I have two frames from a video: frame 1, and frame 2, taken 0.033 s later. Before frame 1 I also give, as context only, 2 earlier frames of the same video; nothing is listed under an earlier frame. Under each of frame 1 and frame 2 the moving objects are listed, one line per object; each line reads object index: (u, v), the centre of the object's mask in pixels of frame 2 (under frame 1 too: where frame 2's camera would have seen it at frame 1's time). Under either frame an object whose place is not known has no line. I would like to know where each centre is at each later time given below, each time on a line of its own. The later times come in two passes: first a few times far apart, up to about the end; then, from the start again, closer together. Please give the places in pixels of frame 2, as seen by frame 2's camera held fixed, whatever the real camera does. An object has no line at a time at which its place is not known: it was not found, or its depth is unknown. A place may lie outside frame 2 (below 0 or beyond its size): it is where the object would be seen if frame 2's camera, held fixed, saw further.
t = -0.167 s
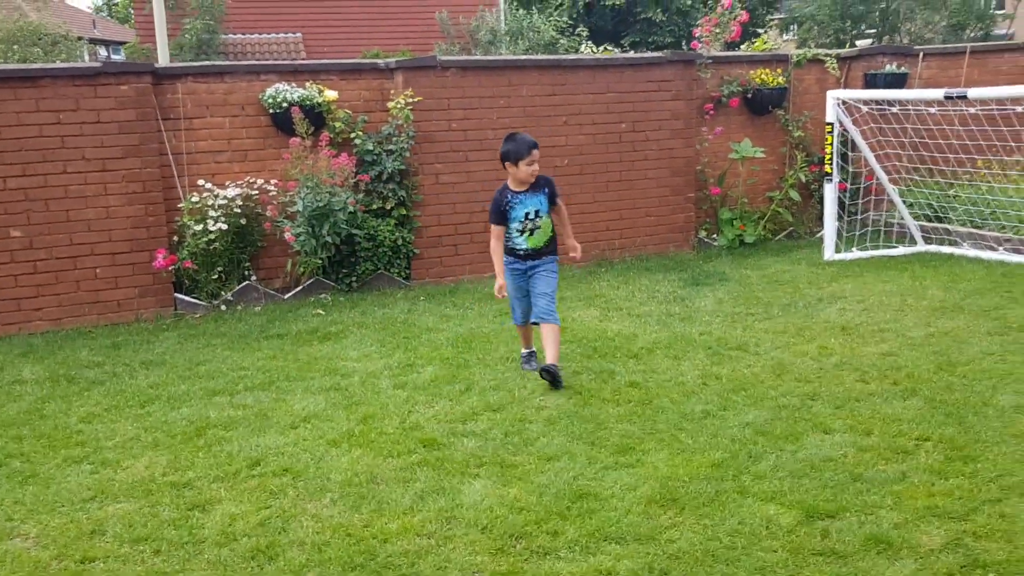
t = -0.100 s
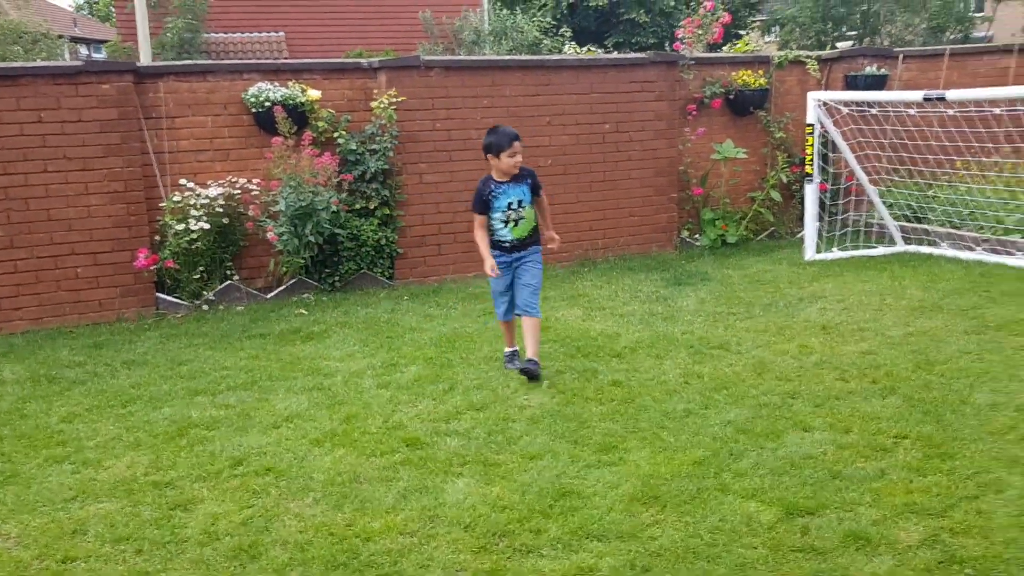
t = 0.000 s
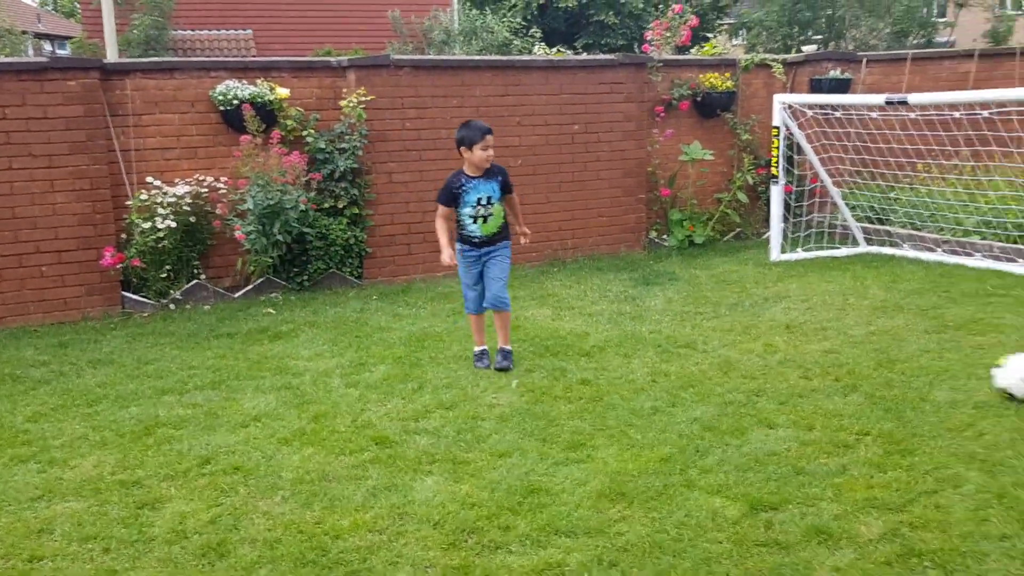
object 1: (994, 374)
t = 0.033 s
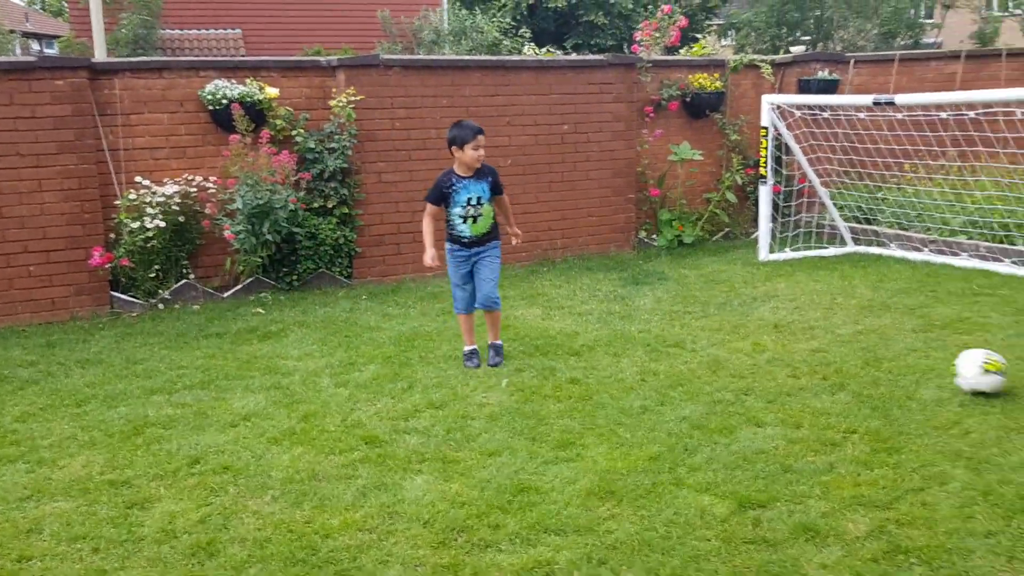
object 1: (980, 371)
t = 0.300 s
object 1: (817, 356)
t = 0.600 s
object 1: (672, 346)
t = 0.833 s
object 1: (582, 342)
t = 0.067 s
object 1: (955, 370)
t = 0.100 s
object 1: (933, 369)
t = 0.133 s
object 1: (913, 365)
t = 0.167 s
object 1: (893, 362)
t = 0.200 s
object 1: (873, 361)
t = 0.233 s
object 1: (854, 361)
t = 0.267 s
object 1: (834, 358)
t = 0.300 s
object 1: (817, 356)
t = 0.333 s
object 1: (798, 355)
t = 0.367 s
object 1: (780, 355)
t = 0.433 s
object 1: (748, 349)
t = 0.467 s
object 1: (733, 348)
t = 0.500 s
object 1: (718, 349)
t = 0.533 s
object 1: (702, 351)
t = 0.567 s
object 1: (688, 348)
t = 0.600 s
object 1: (672, 346)
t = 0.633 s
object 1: (659, 347)
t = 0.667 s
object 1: (645, 346)
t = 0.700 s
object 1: (632, 343)
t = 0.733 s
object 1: (619, 342)
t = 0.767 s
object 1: (607, 341)
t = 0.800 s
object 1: (594, 343)
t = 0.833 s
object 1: (582, 342)
